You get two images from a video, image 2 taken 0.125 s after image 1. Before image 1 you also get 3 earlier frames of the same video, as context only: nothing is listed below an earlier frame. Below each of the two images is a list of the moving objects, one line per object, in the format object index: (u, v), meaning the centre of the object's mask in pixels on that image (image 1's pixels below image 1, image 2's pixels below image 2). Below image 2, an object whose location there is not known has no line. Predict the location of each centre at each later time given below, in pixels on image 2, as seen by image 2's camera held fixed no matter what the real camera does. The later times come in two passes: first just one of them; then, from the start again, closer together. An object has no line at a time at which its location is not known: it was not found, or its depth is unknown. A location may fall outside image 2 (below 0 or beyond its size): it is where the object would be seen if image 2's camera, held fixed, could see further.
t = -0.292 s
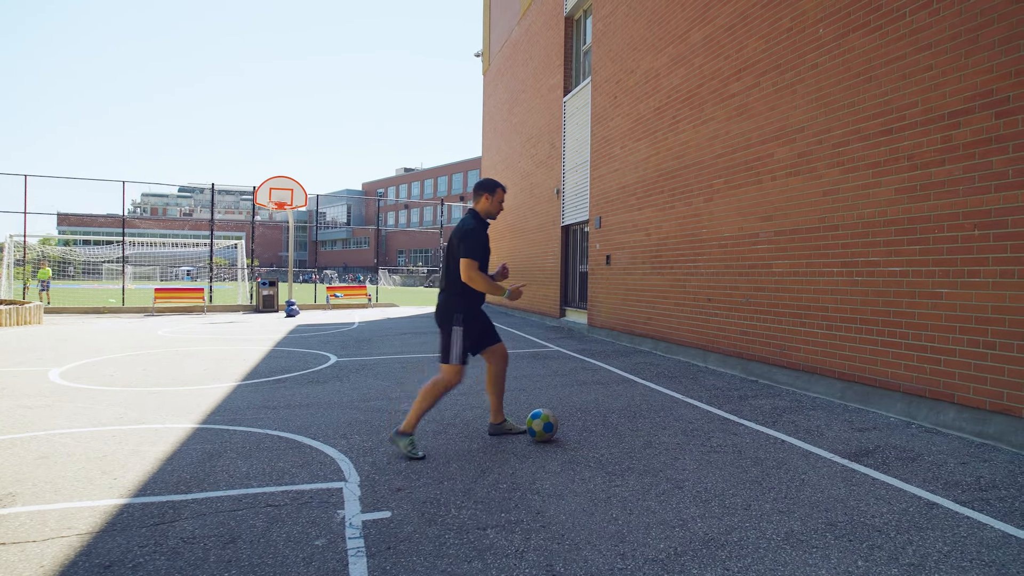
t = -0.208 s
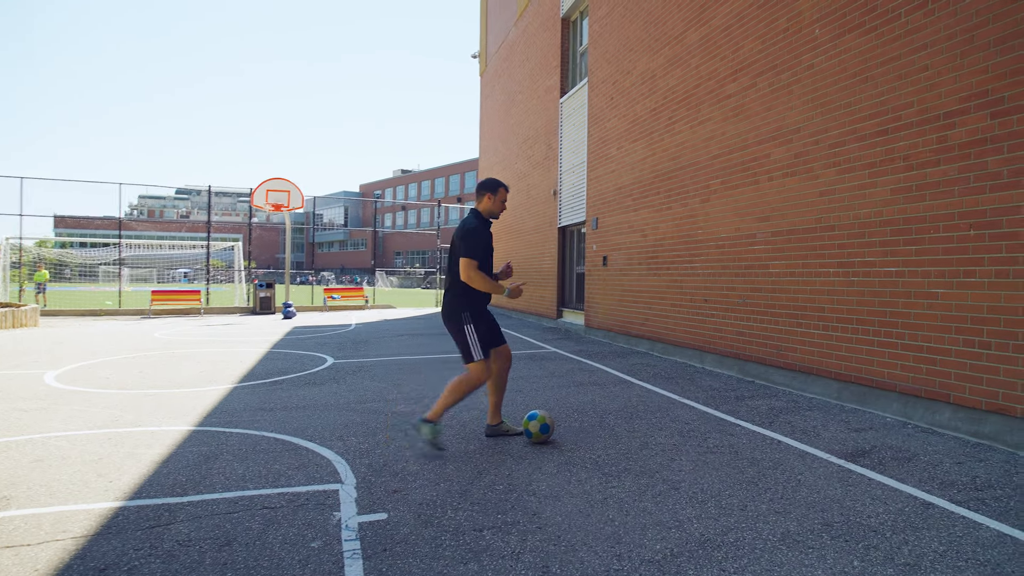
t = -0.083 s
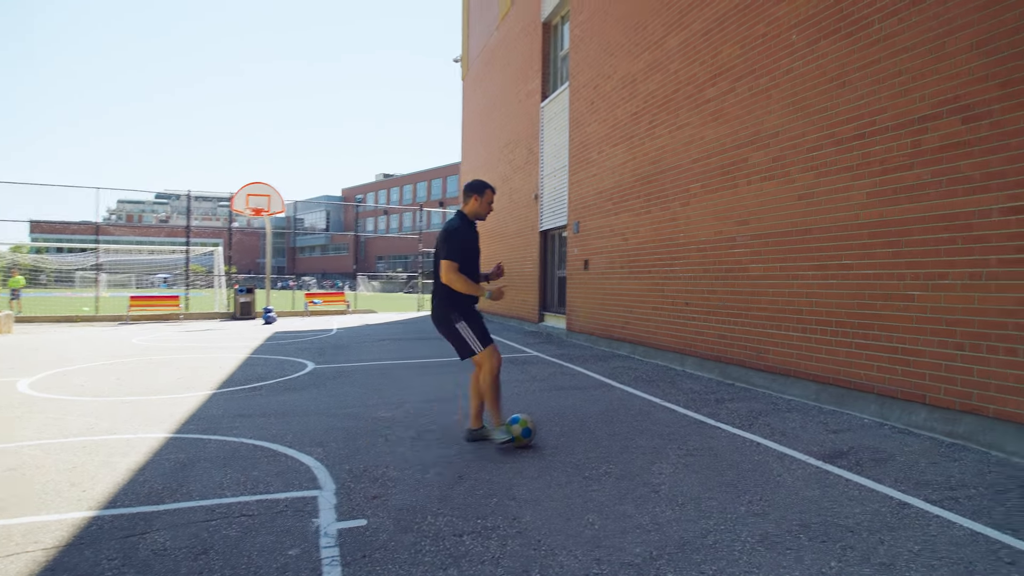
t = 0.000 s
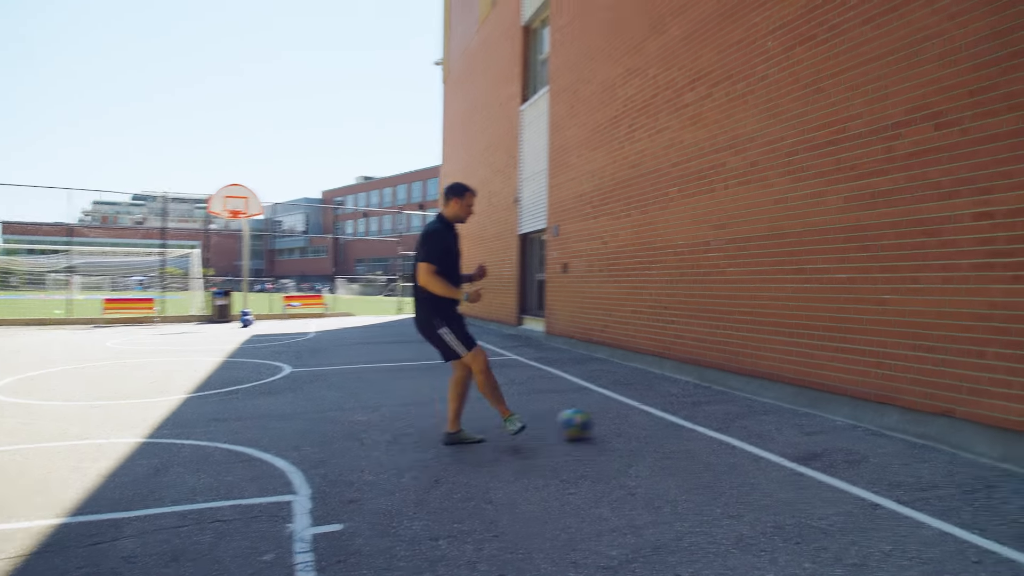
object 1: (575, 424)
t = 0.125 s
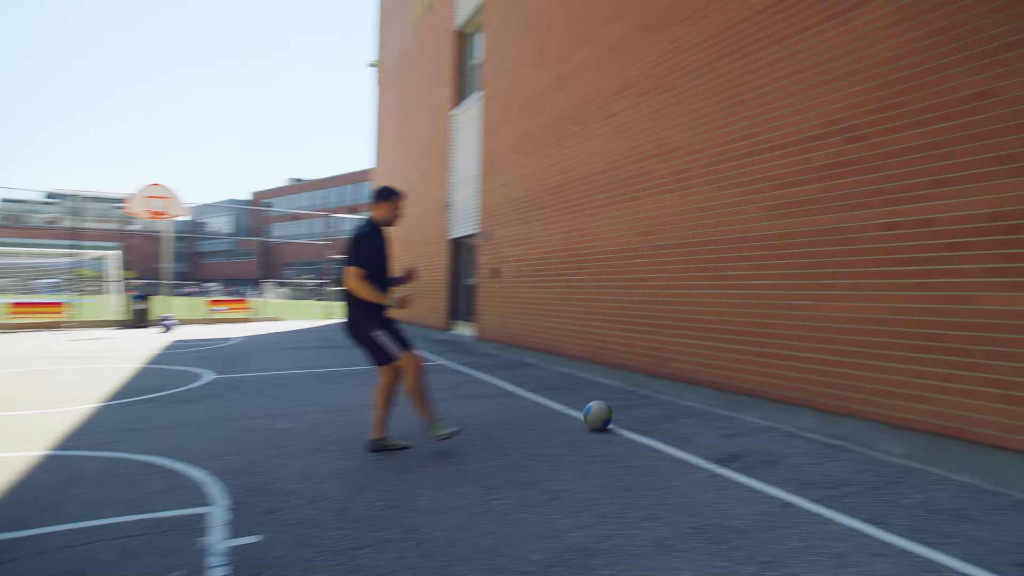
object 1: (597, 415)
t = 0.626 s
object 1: (600, 381)
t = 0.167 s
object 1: (622, 412)
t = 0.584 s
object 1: (613, 377)
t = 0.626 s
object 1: (600, 381)
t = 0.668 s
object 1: (586, 388)
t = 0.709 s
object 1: (571, 397)
